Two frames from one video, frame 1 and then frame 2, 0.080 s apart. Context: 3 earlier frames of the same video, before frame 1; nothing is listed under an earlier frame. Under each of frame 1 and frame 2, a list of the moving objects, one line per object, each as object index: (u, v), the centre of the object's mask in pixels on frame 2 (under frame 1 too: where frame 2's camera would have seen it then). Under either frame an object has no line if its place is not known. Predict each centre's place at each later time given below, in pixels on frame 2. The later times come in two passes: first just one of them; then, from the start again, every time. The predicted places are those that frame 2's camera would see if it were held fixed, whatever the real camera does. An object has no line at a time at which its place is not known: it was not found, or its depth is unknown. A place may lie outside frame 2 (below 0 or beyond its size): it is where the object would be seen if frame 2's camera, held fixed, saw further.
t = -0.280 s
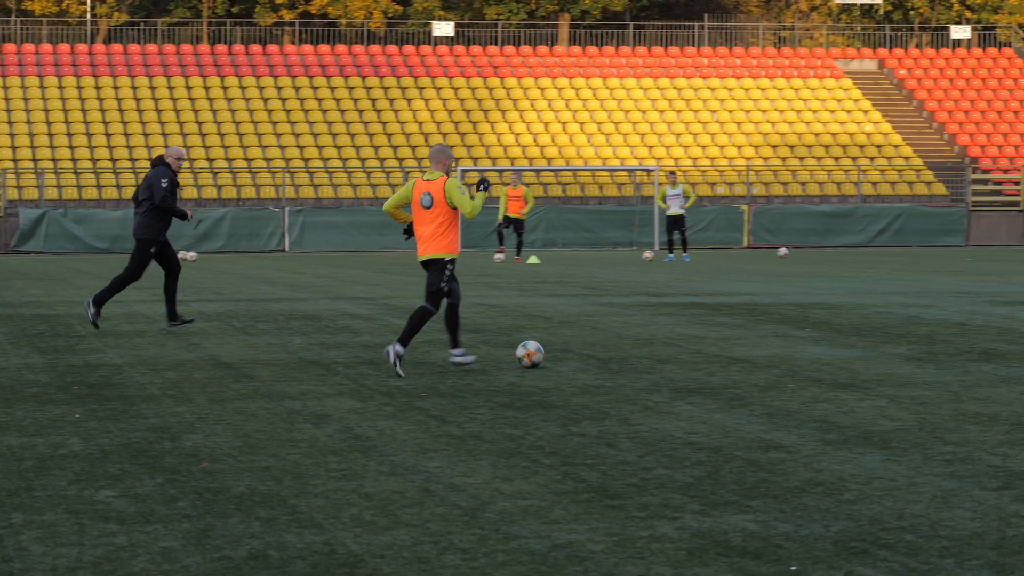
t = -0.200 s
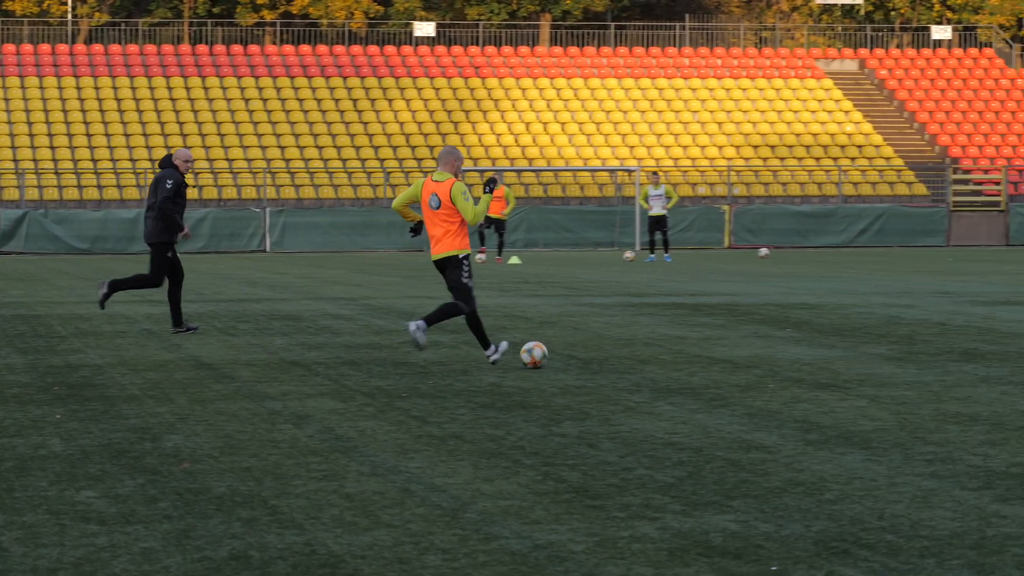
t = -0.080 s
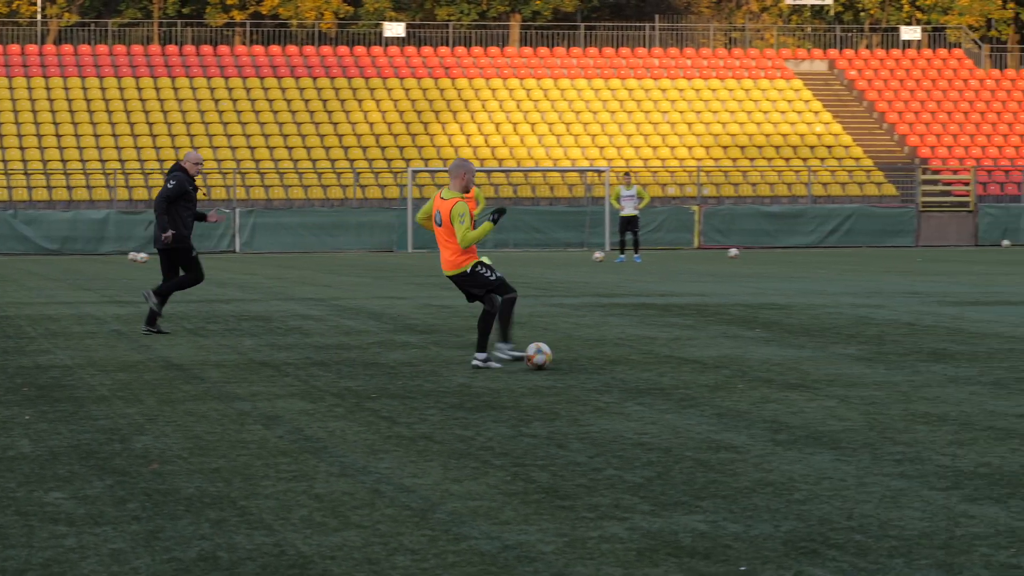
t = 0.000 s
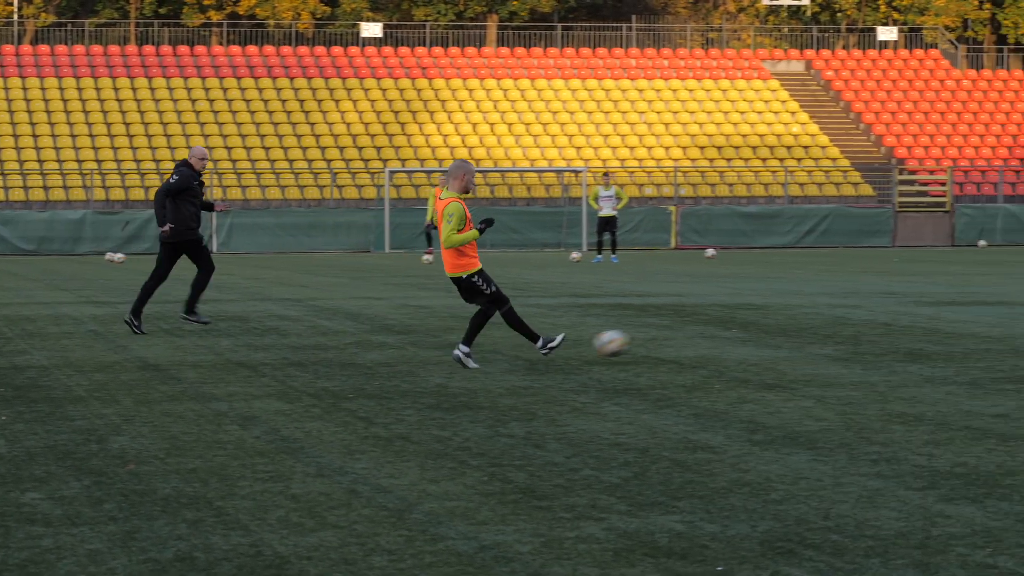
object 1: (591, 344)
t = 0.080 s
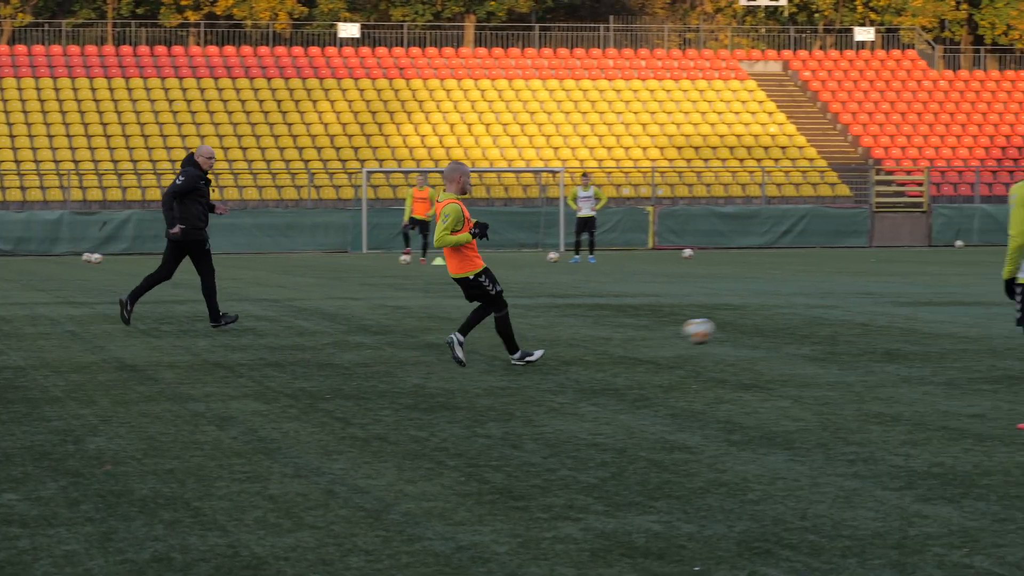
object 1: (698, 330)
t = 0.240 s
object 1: (889, 326)
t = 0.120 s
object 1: (749, 328)
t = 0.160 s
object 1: (798, 328)
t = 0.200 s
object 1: (845, 331)
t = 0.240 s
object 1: (889, 326)
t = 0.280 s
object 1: (928, 319)
